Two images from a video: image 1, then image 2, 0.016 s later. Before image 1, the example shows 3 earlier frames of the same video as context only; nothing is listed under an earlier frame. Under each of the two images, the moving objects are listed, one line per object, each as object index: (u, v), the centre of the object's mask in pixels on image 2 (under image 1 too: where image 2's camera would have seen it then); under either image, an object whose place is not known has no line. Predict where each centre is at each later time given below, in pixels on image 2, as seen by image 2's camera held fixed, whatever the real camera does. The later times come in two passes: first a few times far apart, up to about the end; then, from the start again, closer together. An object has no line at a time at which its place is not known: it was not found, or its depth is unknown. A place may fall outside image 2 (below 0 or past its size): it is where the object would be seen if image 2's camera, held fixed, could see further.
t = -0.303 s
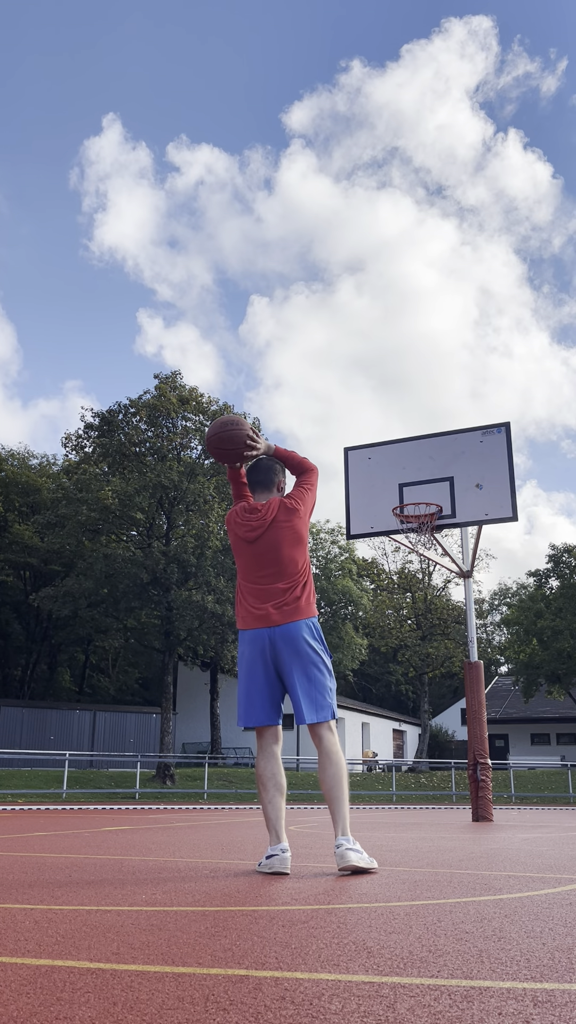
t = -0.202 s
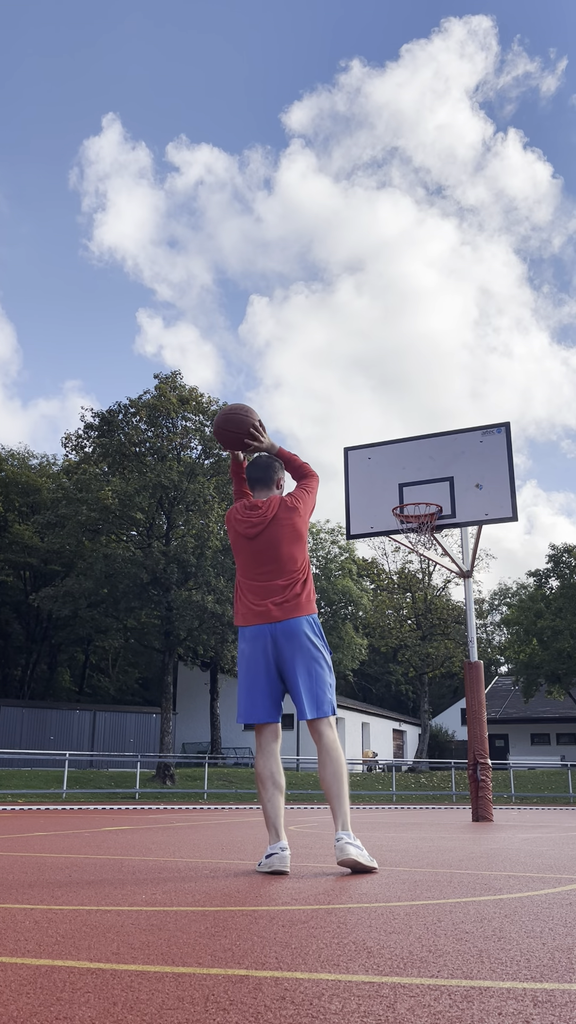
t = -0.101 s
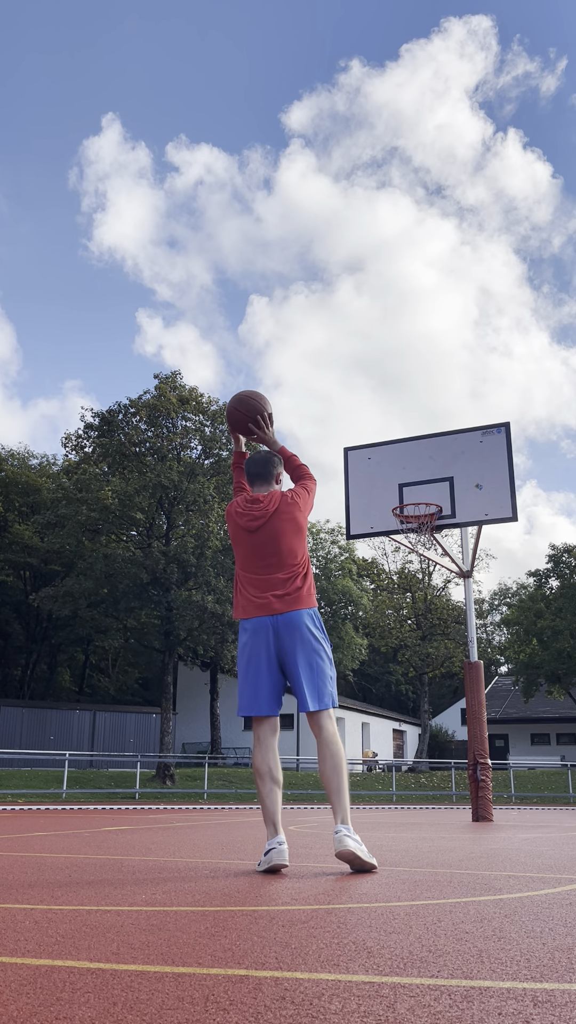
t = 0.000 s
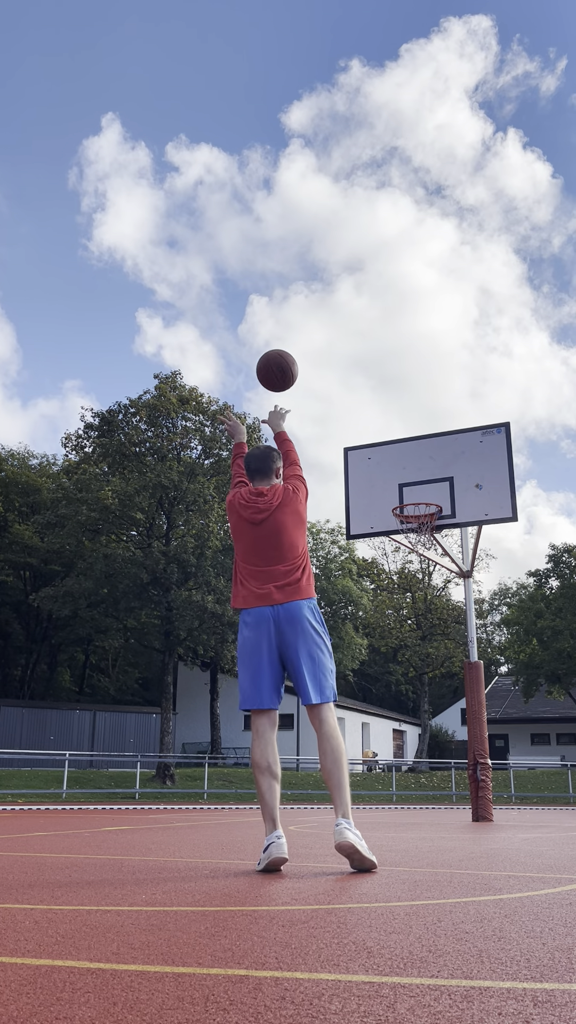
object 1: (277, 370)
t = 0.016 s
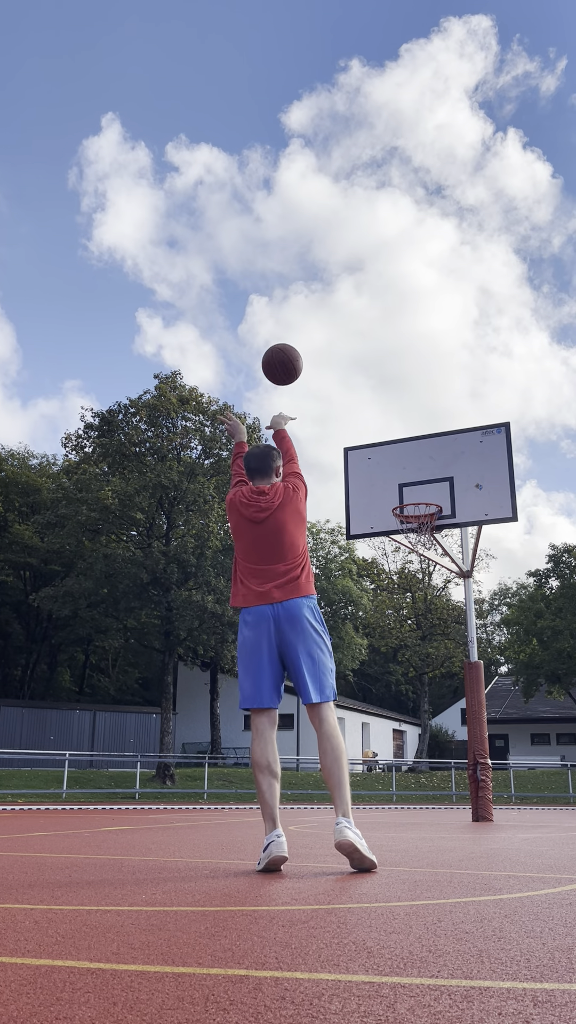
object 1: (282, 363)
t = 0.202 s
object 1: (327, 331)
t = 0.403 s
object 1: (363, 349)
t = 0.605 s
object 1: (390, 401)
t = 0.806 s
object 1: (413, 479)
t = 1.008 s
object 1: (409, 540)
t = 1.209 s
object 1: (390, 552)
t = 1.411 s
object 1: (373, 609)
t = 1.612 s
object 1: (355, 718)
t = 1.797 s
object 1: (344, 784)
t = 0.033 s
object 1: (287, 358)
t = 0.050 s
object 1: (291, 353)
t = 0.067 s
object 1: (296, 348)
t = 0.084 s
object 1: (300, 345)
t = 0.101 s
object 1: (304, 341)
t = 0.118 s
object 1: (309, 339)
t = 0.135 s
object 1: (312, 336)
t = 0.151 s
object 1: (316, 334)
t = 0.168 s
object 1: (320, 333)
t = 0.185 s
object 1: (324, 332)
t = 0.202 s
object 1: (327, 331)
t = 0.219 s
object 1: (330, 331)
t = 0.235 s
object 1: (334, 331)
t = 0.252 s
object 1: (337, 332)
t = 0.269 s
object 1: (340, 333)
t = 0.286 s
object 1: (343, 334)
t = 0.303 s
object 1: (346, 335)
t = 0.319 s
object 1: (349, 337)
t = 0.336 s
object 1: (352, 338)
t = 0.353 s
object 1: (355, 341)
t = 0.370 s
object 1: (357, 344)
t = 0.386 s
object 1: (360, 346)
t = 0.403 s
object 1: (363, 349)
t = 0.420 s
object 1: (365, 352)
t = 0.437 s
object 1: (368, 356)
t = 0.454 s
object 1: (370, 360)
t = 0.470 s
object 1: (372, 363)
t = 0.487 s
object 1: (375, 368)
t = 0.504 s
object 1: (377, 372)
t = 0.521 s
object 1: (379, 376)
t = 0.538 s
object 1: (381, 381)
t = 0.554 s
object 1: (384, 385)
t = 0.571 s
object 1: (386, 391)
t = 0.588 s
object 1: (388, 396)
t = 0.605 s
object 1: (390, 401)
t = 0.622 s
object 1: (392, 407)
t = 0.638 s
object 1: (394, 413)
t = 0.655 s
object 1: (396, 419)
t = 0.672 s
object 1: (398, 424)
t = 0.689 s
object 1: (400, 431)
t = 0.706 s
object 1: (402, 437)
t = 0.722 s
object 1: (404, 444)
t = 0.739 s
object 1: (406, 451)
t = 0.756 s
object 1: (408, 458)
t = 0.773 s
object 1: (410, 465)
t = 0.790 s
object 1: (411, 472)
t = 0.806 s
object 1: (413, 479)
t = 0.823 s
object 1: (415, 487)
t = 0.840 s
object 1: (417, 493)
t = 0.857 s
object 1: (419, 502)
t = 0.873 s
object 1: (420, 510)
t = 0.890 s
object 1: (420, 516)
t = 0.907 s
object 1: (418, 521)
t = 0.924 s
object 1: (415, 527)
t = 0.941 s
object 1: (415, 535)
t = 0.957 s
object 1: (414, 537)
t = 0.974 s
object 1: (411, 538)
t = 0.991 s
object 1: (409, 537)
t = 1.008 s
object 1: (409, 540)
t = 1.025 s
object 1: (406, 535)
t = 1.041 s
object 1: (404, 539)
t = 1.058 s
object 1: (403, 539)
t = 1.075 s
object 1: (402, 539)
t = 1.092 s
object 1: (400, 539)
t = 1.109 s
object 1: (399, 540)
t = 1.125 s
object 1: (397, 541)
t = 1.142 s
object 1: (396, 543)
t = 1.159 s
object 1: (394, 545)
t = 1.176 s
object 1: (393, 547)
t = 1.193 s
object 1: (391, 549)
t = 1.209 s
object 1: (390, 552)
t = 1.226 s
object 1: (389, 555)
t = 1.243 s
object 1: (387, 558)
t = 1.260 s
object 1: (386, 562)
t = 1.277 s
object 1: (384, 566)
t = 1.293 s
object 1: (383, 570)
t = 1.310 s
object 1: (381, 575)
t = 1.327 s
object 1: (380, 580)
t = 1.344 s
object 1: (379, 585)
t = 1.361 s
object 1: (377, 591)
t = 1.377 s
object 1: (376, 596)
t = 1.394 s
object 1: (374, 603)
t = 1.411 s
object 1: (373, 609)
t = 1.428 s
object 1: (371, 616)
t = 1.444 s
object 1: (370, 623)
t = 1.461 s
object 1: (369, 631)
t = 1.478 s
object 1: (367, 639)
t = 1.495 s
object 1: (366, 647)
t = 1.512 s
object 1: (364, 657)
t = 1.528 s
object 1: (363, 666)
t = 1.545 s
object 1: (361, 675)
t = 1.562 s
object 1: (359, 685)
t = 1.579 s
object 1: (358, 696)
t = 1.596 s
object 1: (356, 706)
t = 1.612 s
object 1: (355, 718)
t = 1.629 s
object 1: (353, 730)
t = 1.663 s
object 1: (350, 755)
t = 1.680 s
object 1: (348, 769)
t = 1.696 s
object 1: (346, 782)
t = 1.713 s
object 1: (345, 797)
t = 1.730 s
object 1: (343, 811)
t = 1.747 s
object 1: (342, 816)
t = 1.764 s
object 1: (343, 805)
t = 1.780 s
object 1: (343, 795)
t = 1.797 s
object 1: (344, 784)
